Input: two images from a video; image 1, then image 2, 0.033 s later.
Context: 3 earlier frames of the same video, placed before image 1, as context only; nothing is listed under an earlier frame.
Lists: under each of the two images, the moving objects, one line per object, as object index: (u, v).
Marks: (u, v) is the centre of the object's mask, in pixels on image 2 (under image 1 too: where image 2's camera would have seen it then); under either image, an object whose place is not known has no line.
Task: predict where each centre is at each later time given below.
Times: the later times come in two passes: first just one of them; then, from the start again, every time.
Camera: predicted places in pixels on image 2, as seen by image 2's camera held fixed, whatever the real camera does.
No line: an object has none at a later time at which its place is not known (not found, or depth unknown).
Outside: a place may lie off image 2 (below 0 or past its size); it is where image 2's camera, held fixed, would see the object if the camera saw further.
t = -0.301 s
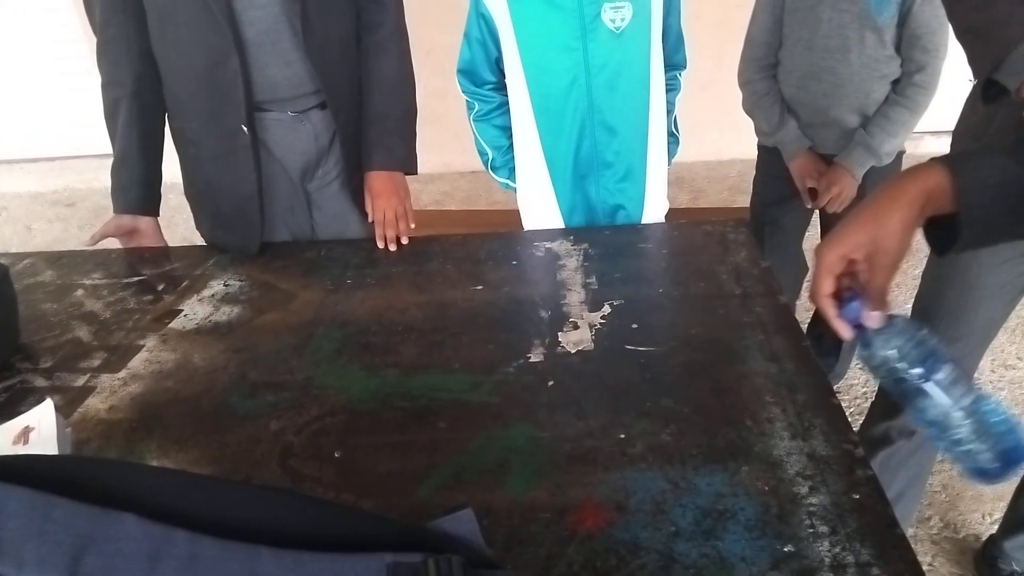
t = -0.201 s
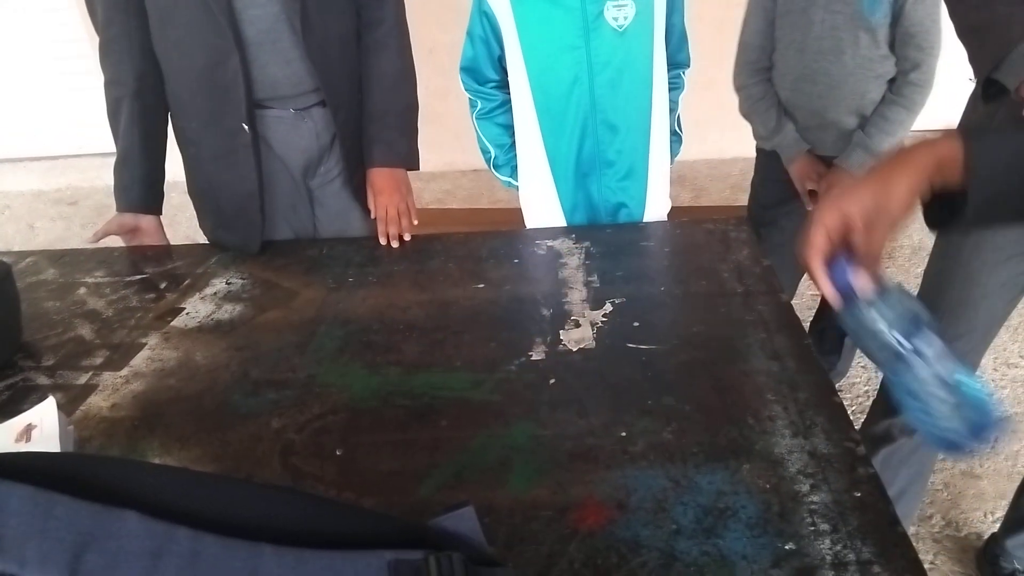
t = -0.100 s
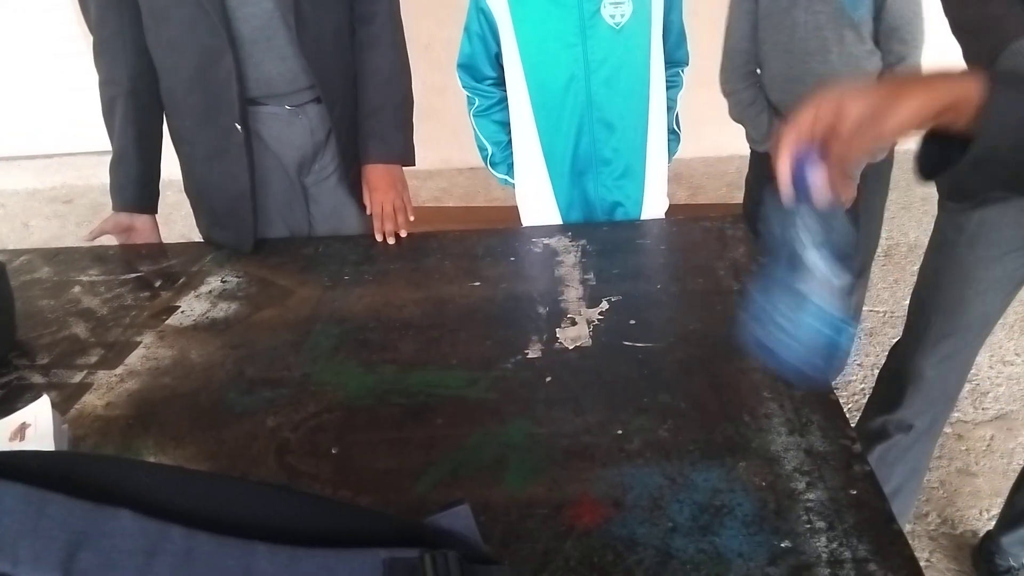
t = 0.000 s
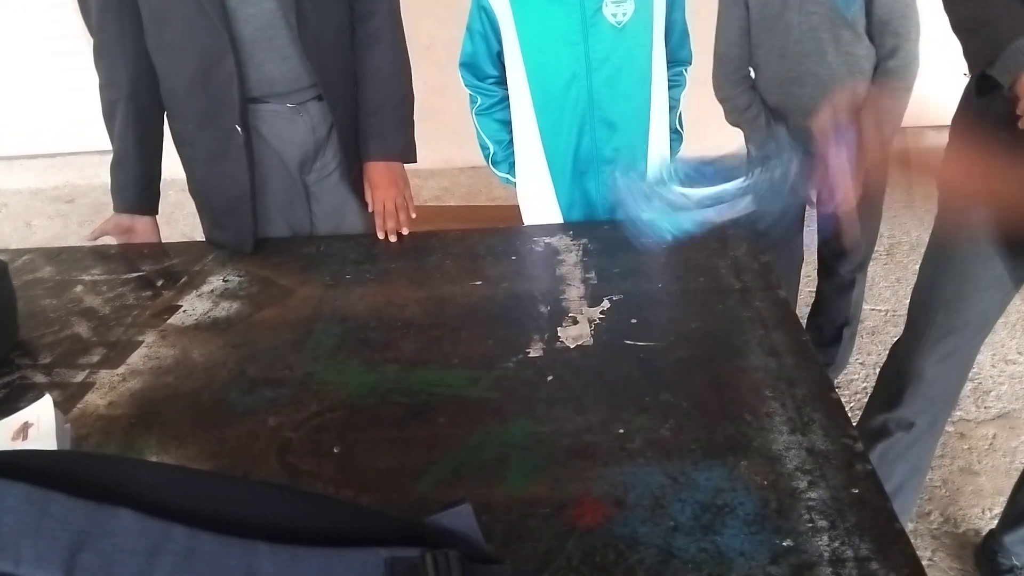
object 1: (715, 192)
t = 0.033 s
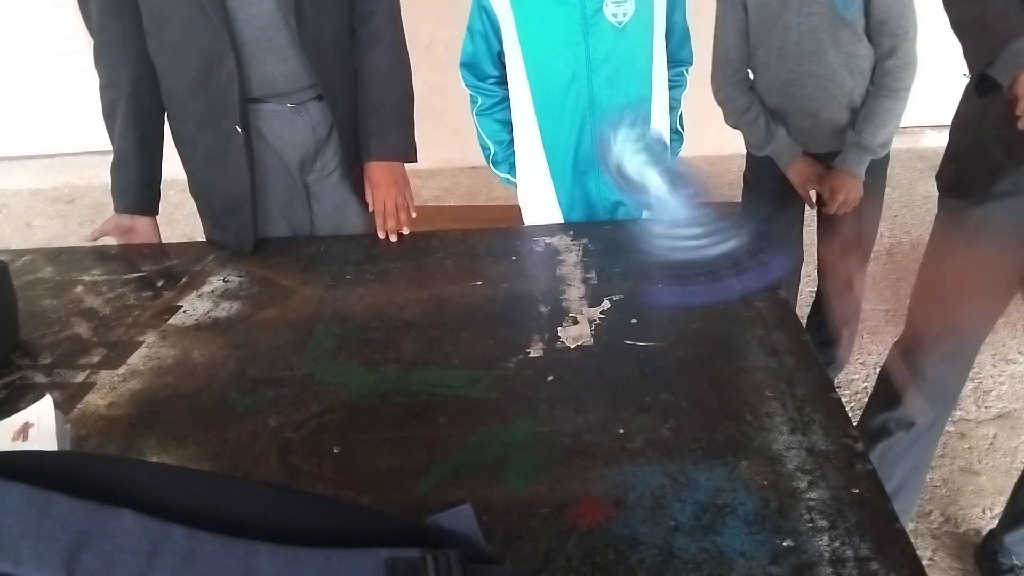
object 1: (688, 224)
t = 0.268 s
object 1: (499, 288)
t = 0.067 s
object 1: (619, 173)
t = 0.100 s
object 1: (602, 153)
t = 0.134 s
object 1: (573, 161)
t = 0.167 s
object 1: (553, 182)
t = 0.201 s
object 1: (539, 213)
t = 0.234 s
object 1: (515, 250)
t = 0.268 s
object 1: (499, 288)
